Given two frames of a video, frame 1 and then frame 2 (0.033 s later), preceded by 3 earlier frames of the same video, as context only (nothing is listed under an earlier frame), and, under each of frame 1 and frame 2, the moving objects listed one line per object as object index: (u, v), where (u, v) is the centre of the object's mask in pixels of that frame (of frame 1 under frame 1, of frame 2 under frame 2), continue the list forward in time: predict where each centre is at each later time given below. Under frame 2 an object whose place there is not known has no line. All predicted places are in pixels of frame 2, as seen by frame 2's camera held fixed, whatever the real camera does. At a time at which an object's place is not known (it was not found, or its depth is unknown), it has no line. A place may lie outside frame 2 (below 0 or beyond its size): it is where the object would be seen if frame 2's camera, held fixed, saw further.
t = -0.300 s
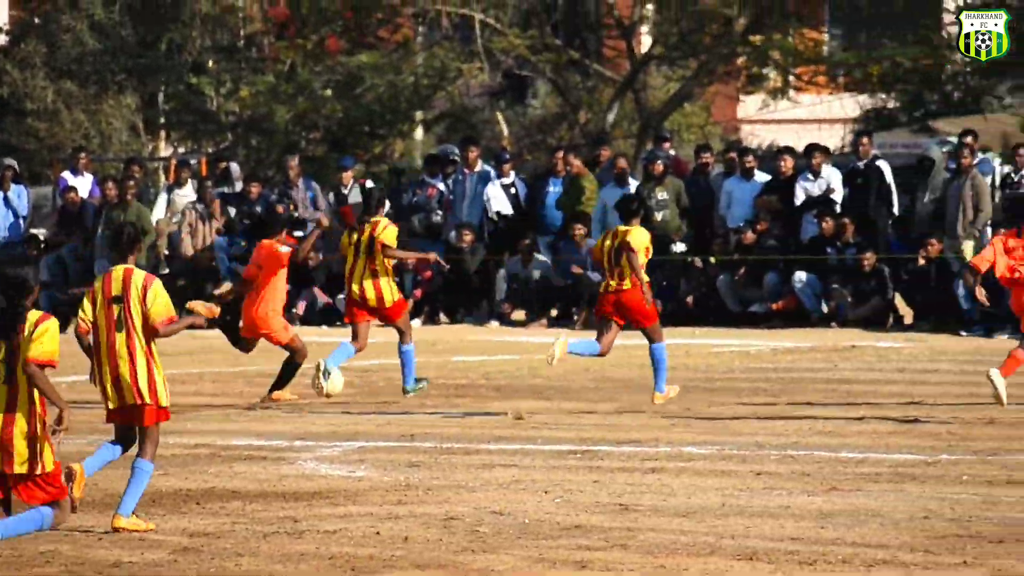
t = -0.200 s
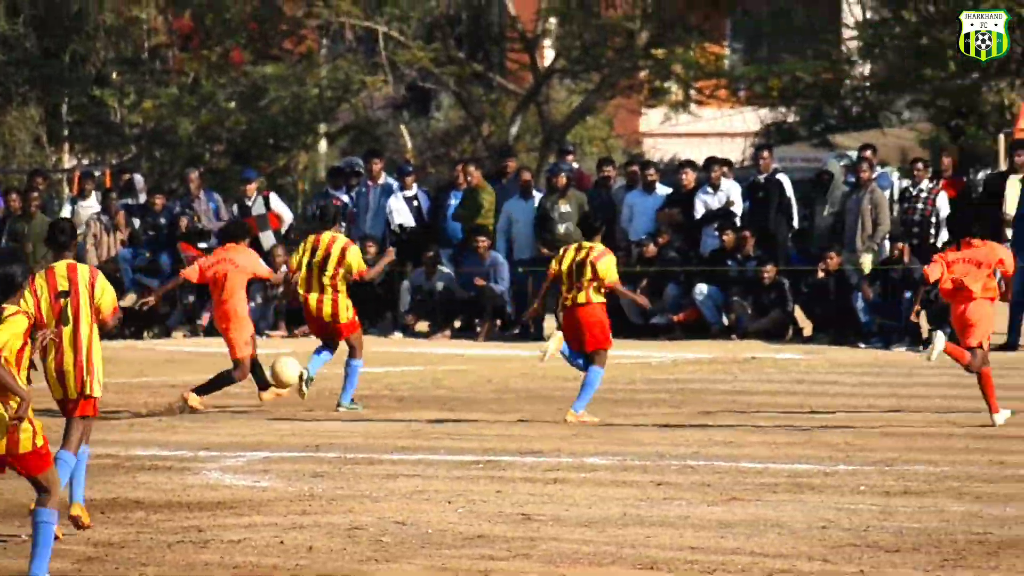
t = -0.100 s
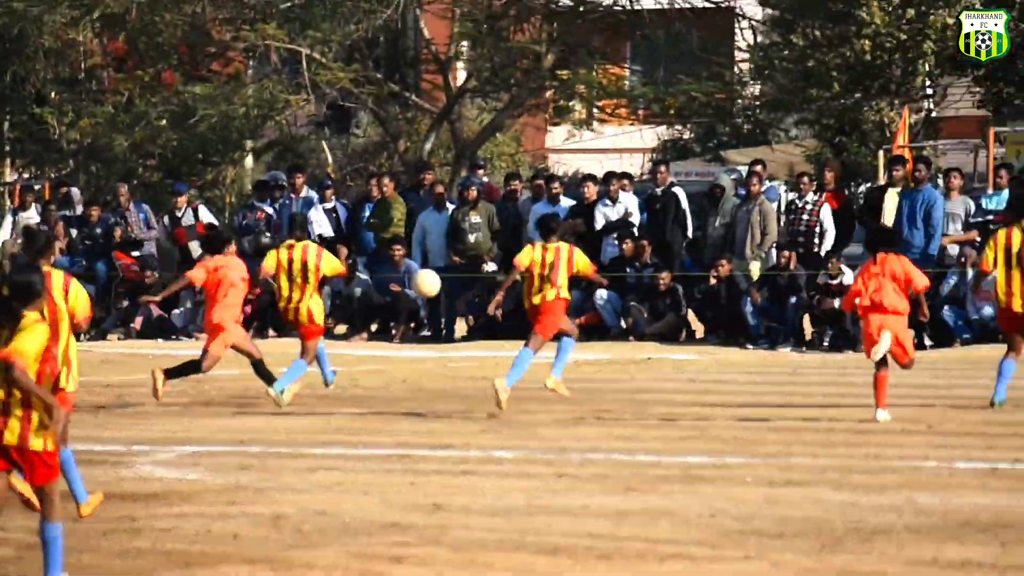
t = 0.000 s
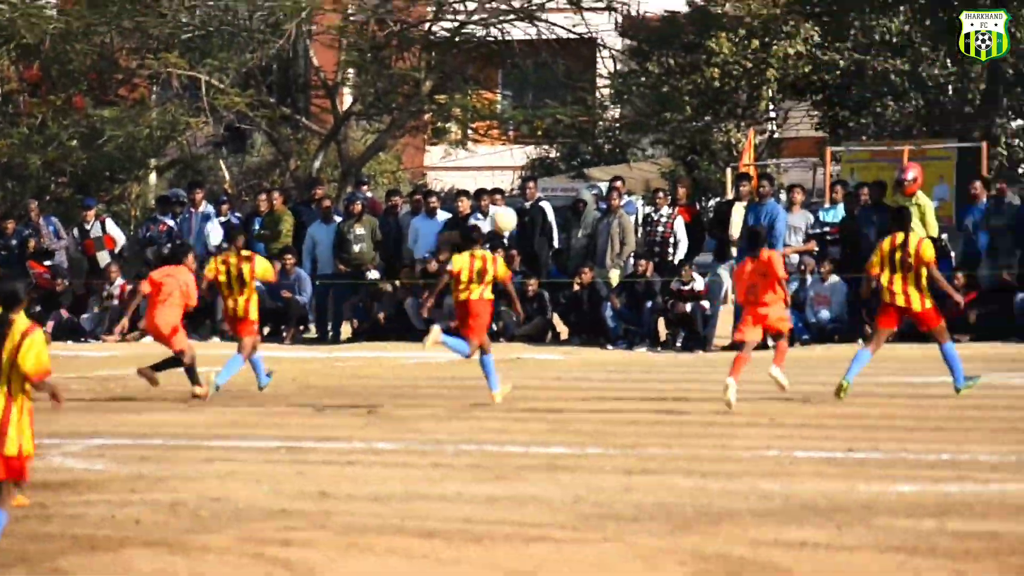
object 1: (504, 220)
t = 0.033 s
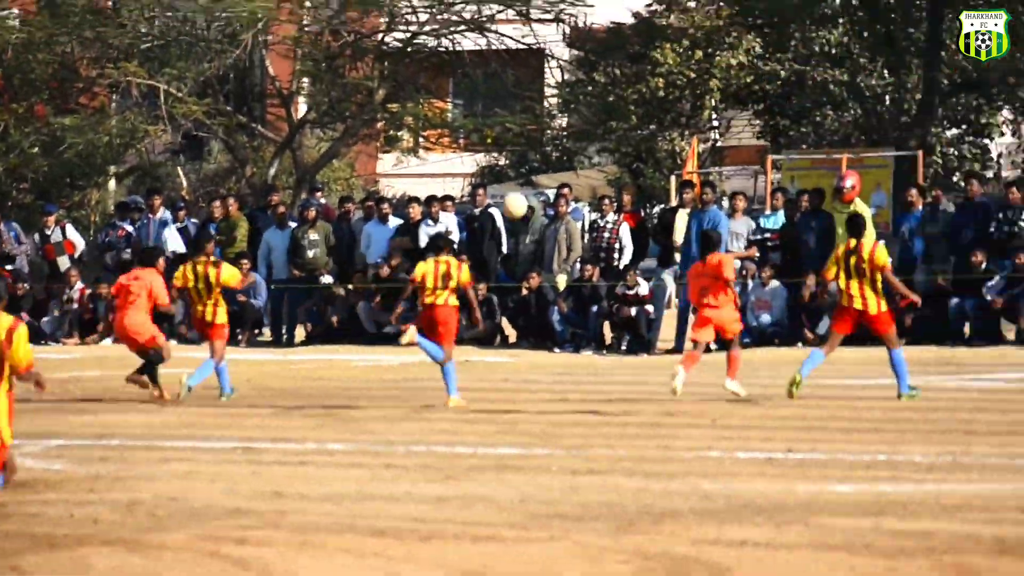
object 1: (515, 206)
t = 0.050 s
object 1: (546, 194)
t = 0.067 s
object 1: (578, 185)
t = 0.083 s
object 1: (605, 174)
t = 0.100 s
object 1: (630, 166)
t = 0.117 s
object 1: (656, 156)
